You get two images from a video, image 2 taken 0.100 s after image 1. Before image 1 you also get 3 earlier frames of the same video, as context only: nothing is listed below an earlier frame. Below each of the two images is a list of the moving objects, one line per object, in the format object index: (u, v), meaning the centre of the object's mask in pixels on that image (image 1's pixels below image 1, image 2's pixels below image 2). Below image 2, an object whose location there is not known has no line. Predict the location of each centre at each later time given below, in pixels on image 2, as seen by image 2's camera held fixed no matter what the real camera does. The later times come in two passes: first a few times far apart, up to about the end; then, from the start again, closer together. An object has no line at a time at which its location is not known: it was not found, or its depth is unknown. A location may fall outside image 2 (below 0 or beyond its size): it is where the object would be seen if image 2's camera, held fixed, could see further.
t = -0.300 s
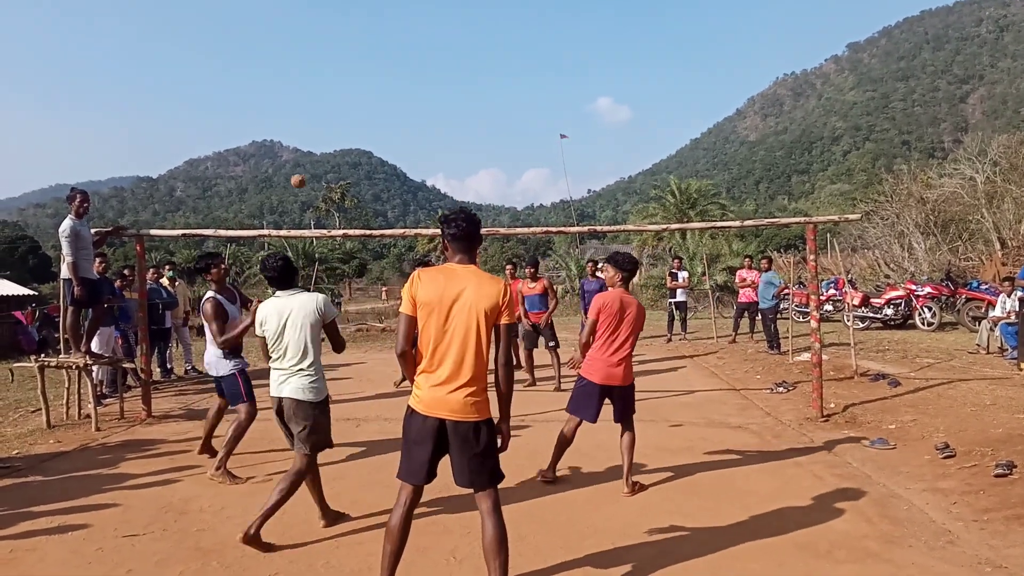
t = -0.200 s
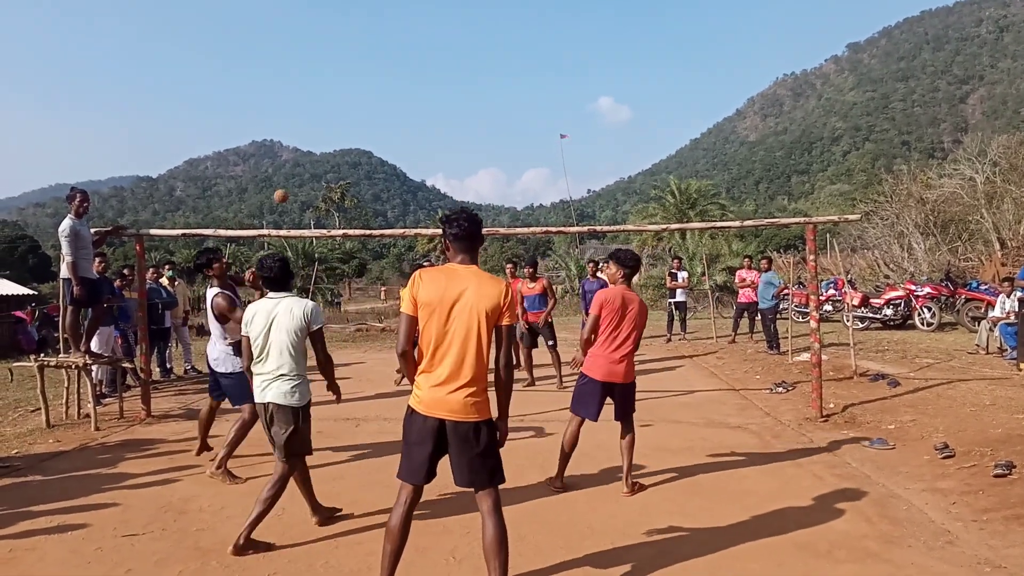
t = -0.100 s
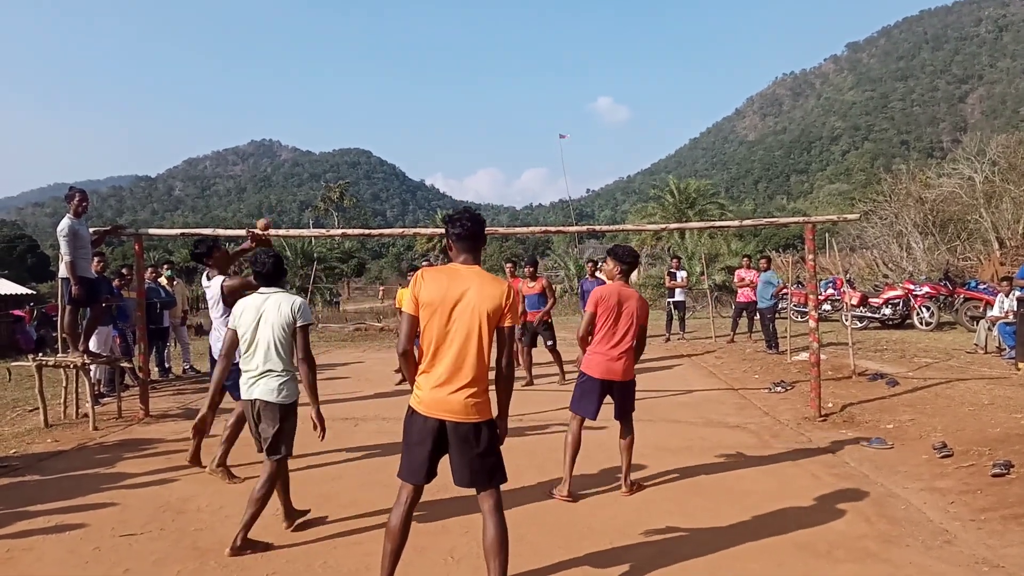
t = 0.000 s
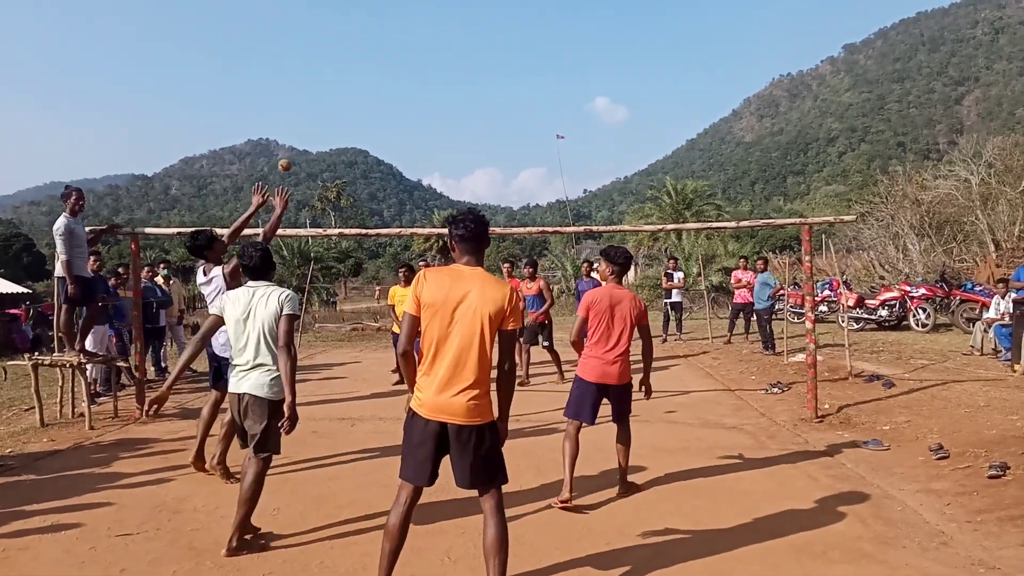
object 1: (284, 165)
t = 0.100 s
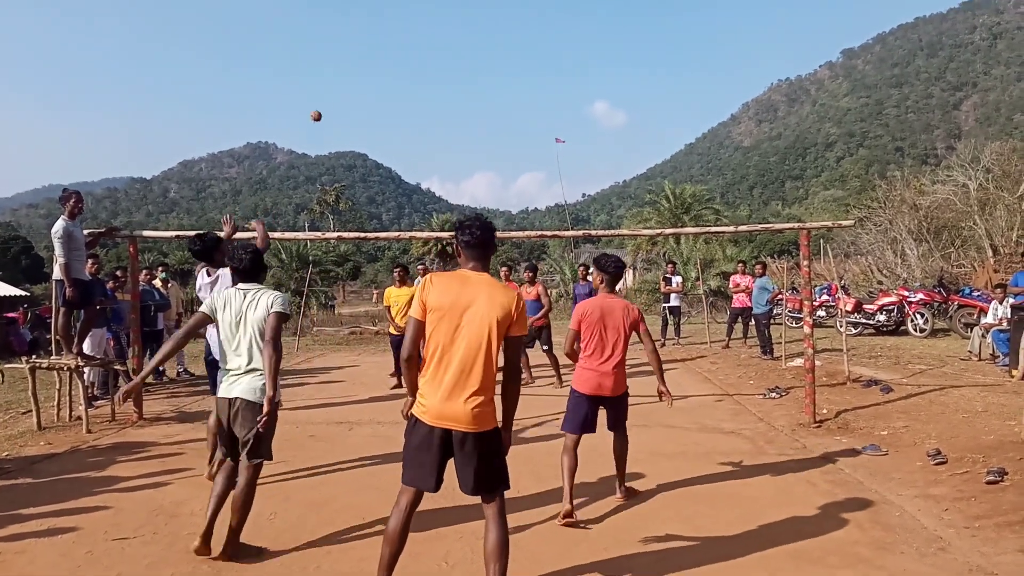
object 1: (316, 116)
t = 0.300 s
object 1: (368, 62)
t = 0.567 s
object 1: (420, 67)
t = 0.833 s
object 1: (458, 127)
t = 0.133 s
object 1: (326, 103)
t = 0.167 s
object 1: (335, 91)
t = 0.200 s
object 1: (344, 81)
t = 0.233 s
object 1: (352, 73)
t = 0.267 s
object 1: (360, 67)
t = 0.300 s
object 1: (368, 62)
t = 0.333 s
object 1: (375, 58)
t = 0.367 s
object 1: (382, 56)
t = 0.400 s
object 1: (389, 55)
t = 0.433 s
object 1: (396, 55)
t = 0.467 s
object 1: (402, 57)
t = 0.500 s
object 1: (408, 59)
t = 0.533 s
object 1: (413, 62)
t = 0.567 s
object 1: (420, 67)
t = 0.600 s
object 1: (425, 72)
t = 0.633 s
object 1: (430, 78)
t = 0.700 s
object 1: (440, 92)
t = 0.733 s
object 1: (445, 99)
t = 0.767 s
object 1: (450, 108)
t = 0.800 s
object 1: (454, 117)
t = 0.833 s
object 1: (458, 127)
